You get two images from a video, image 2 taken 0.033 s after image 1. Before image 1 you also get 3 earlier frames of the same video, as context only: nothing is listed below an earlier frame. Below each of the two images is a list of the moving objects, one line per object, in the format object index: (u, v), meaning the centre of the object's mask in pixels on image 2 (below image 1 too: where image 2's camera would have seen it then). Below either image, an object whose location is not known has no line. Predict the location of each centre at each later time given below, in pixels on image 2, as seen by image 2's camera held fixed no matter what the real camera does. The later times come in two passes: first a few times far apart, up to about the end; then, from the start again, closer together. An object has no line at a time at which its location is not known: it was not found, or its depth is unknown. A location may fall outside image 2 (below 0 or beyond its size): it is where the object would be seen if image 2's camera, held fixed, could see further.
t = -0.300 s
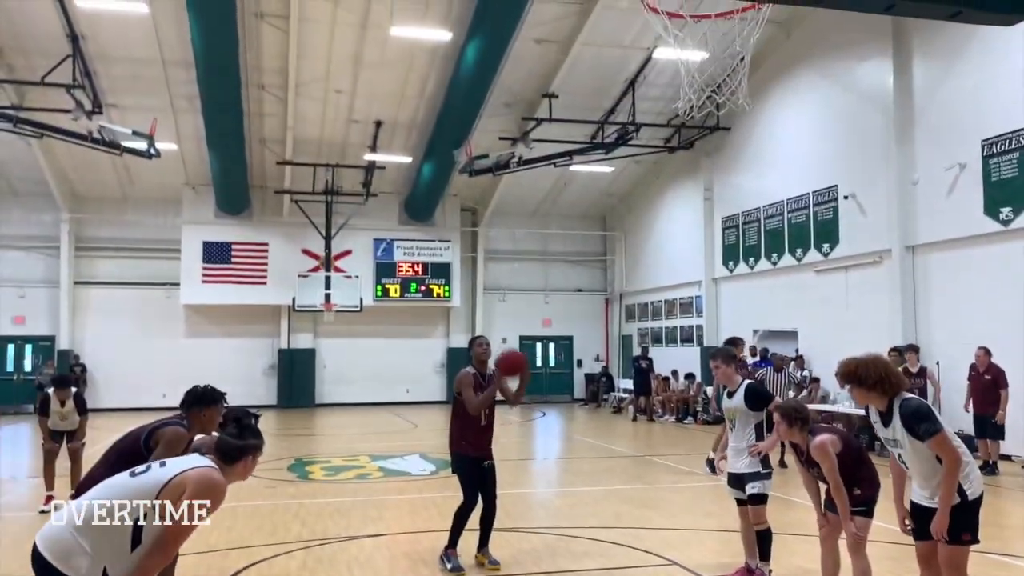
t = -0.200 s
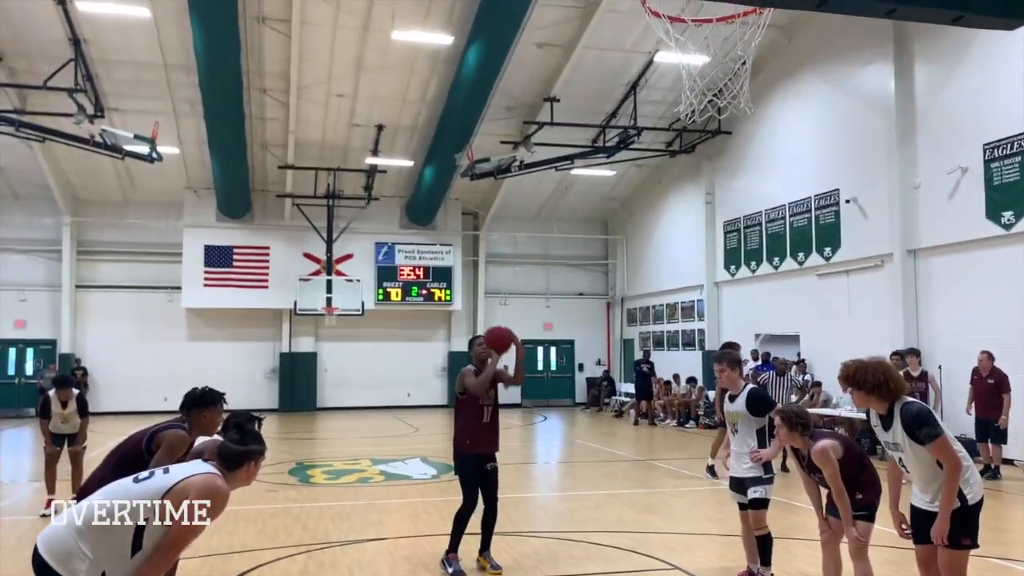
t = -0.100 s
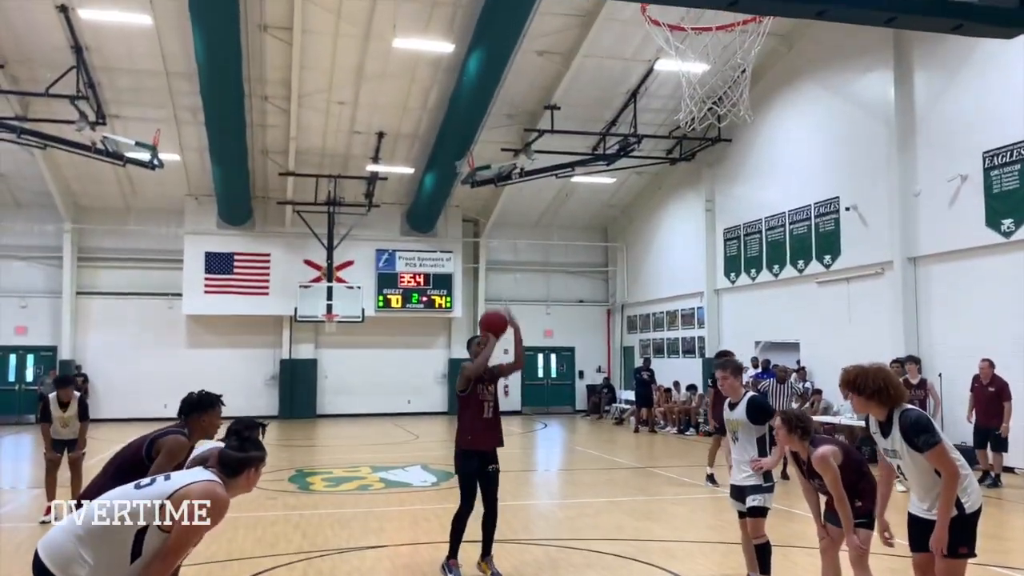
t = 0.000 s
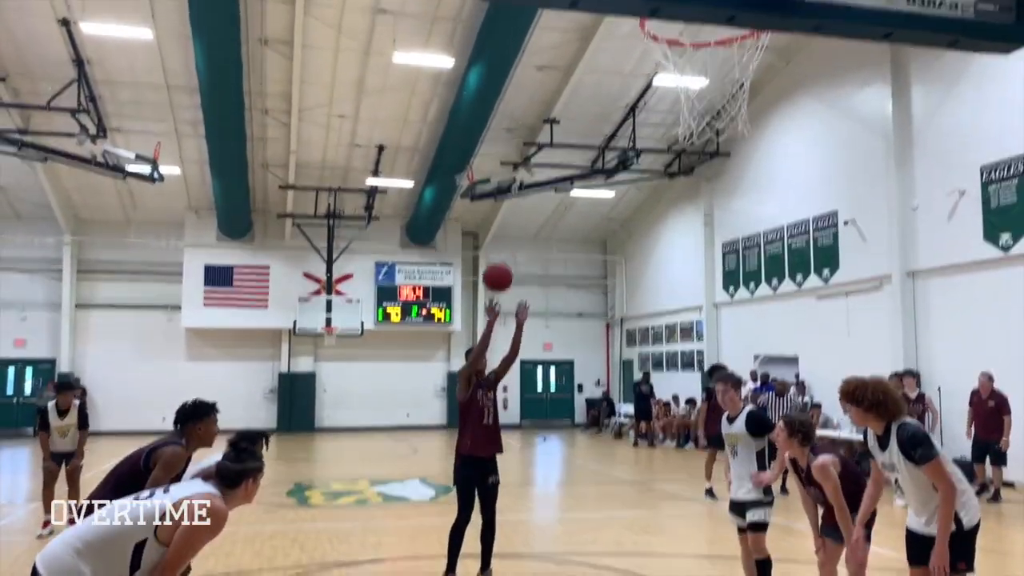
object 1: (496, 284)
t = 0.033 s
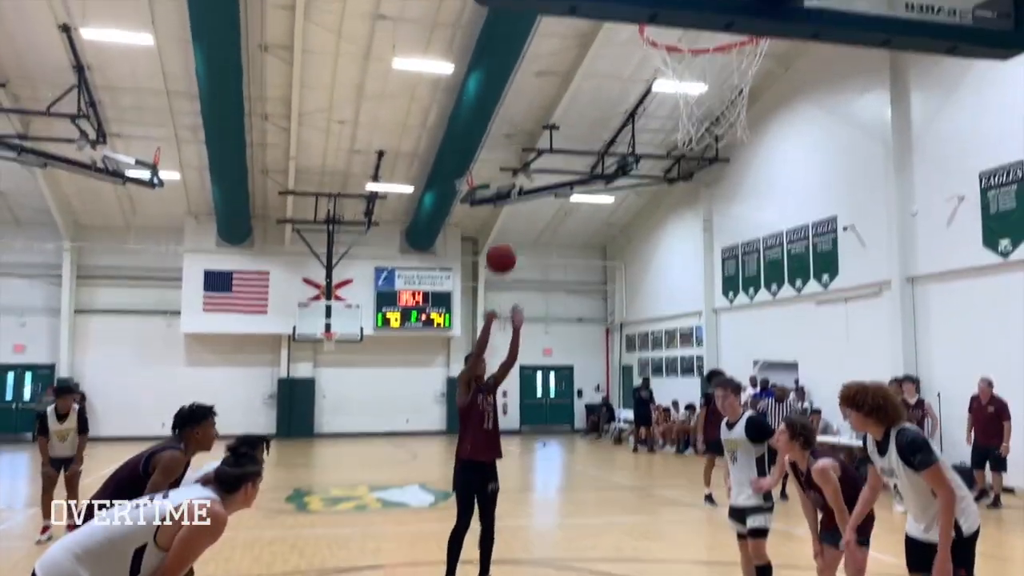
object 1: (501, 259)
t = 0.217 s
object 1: (523, 140)
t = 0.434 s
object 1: (559, 28)
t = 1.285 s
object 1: (671, 211)
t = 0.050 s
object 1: (502, 248)
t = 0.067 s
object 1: (504, 236)
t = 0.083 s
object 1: (506, 225)
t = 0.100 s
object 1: (509, 213)
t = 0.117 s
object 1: (510, 202)
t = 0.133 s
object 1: (513, 191)
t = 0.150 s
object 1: (514, 181)
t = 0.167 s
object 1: (517, 170)
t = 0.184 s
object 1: (519, 160)
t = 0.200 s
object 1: (521, 150)
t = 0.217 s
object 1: (523, 140)
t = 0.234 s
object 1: (525, 130)
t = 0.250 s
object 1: (528, 120)
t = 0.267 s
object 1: (531, 110)
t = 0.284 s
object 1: (533, 101)
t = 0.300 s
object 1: (535, 92)
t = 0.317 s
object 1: (538, 83)
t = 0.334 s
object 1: (541, 74)
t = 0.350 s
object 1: (544, 65)
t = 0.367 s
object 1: (547, 56)
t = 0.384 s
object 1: (550, 48)
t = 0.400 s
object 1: (553, 41)
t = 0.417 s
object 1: (556, 33)
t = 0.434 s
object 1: (559, 28)
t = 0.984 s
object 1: (716, 46)
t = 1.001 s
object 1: (711, 56)
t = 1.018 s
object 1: (708, 71)
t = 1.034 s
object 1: (704, 92)
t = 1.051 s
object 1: (700, 108)
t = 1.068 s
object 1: (698, 117)
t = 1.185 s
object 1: (683, 155)
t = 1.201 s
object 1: (683, 162)
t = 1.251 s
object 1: (676, 190)
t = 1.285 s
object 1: (671, 211)
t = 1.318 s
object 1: (668, 233)
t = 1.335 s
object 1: (666, 245)
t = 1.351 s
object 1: (663, 259)
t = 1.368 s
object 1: (661, 272)
